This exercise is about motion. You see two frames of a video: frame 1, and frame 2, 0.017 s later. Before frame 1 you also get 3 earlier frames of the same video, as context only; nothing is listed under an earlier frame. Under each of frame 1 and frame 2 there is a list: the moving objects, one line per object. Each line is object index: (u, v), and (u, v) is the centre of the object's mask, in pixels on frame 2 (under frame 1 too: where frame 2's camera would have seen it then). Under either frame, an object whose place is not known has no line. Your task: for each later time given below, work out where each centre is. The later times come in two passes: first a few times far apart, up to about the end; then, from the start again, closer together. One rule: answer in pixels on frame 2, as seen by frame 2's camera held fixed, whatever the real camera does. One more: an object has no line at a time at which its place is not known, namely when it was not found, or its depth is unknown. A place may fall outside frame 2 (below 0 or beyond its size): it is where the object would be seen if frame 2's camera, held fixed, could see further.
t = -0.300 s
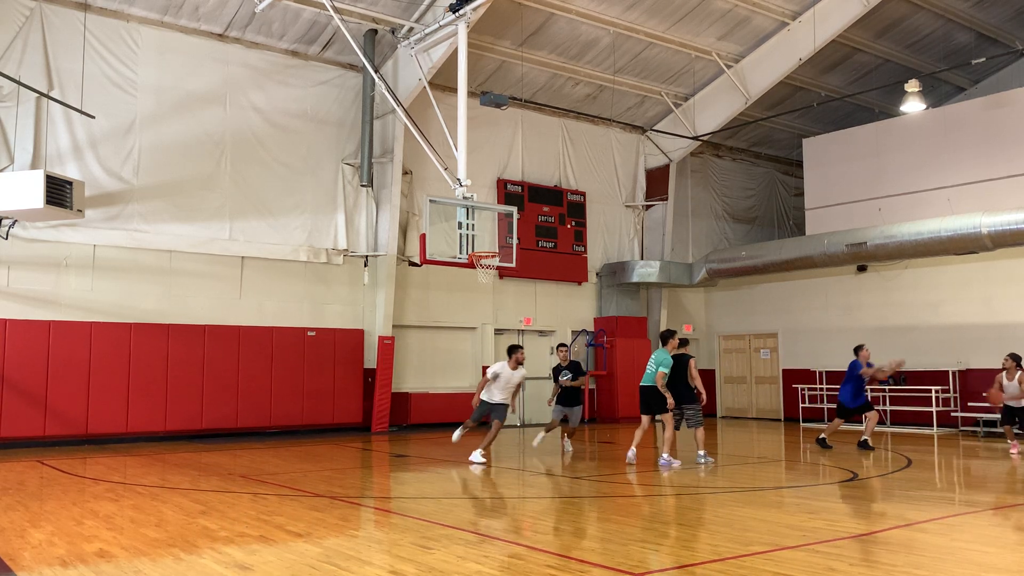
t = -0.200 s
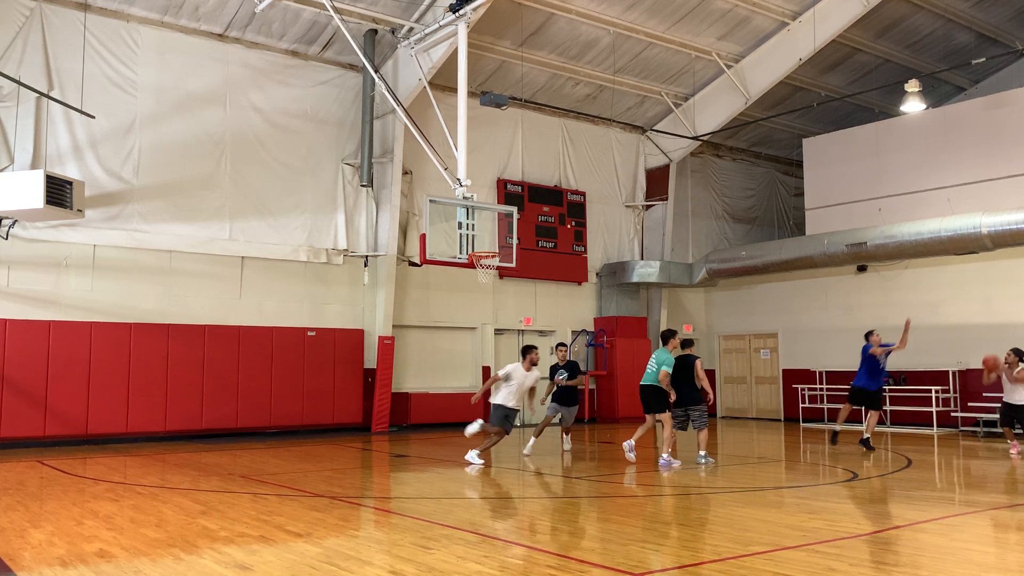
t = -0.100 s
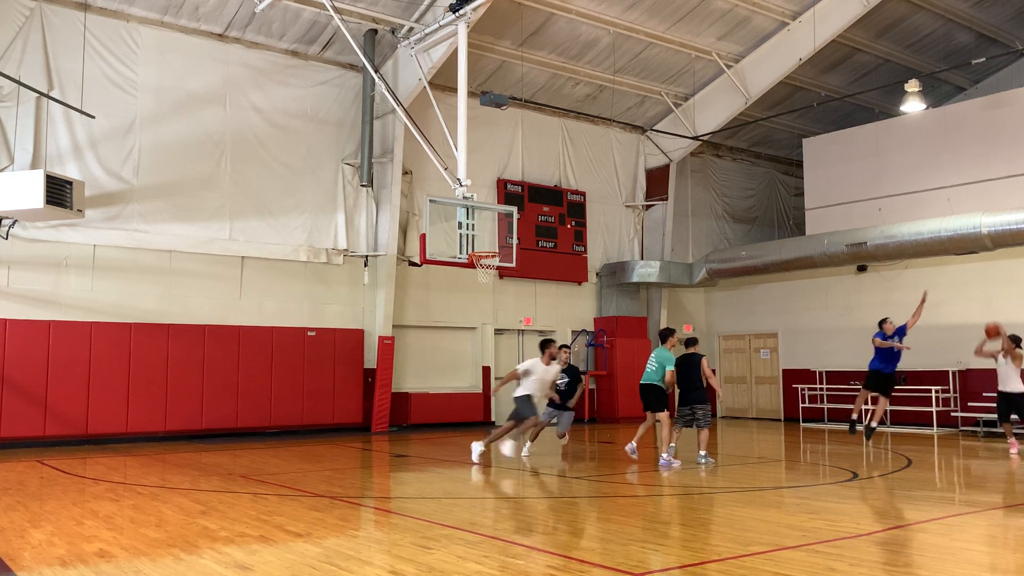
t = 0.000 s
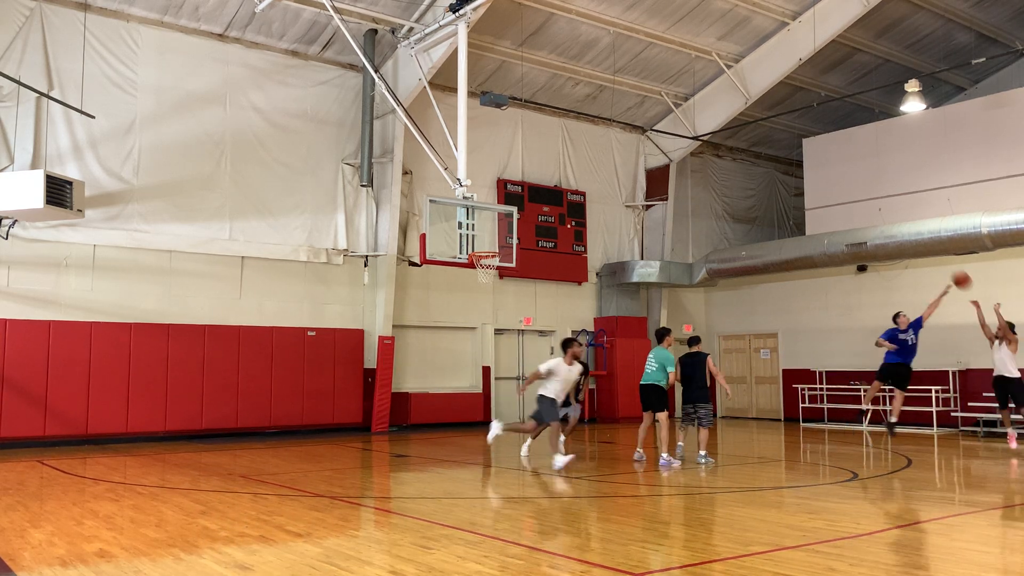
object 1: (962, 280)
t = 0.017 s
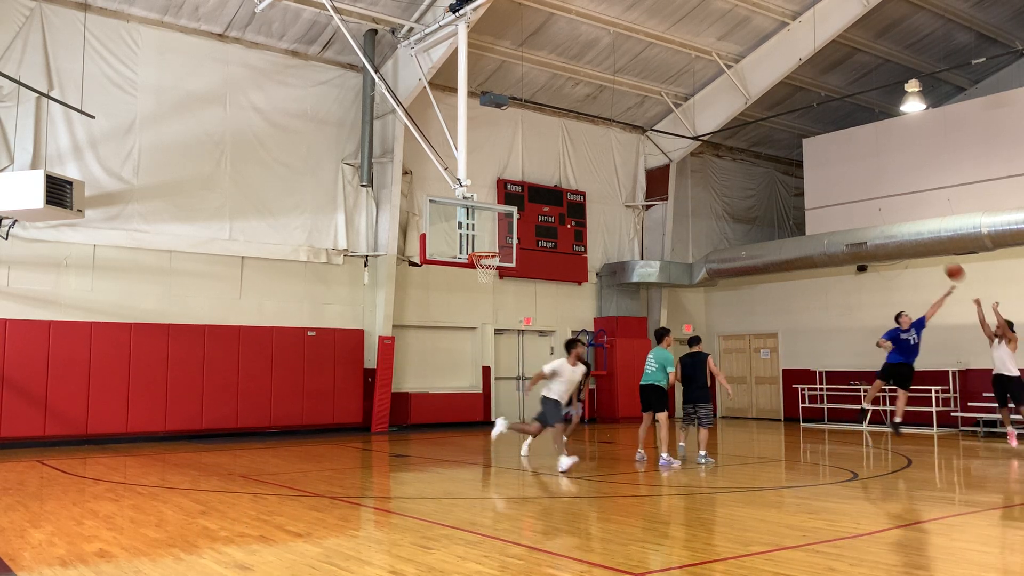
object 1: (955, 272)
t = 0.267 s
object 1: (857, 172)
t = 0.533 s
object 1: (764, 116)
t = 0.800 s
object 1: (677, 105)
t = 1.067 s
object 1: (597, 137)
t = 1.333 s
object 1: (520, 207)
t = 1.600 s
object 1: (469, 279)
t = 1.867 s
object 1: (448, 334)
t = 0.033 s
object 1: (948, 264)
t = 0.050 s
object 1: (941, 256)
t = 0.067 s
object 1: (934, 248)
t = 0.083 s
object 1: (927, 241)
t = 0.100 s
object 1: (921, 233)
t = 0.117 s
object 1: (914, 225)
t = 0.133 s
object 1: (907, 219)
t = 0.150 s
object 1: (901, 212)
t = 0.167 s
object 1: (895, 206)
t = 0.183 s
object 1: (888, 200)
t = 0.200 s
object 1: (882, 194)
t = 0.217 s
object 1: (875, 188)
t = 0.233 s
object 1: (870, 183)
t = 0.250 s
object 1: (863, 177)
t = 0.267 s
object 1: (857, 172)
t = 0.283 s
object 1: (851, 167)
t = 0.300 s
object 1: (845, 162)
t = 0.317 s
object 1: (839, 158)
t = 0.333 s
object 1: (834, 153)
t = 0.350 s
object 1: (828, 149)
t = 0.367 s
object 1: (822, 145)
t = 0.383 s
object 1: (816, 142)
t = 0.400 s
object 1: (810, 138)
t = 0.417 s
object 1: (804, 134)
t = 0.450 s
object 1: (793, 129)
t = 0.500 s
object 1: (776, 120)
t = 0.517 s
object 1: (769, 117)
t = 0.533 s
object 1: (764, 116)
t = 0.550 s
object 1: (759, 114)
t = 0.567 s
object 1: (752, 112)
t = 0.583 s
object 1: (747, 110)
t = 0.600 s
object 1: (742, 109)
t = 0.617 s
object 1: (736, 108)
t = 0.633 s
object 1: (731, 107)
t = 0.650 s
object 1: (725, 106)
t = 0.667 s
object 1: (720, 105)
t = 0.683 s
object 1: (714, 104)
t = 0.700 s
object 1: (709, 104)
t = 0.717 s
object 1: (704, 104)
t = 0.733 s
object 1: (699, 104)
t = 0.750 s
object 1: (693, 104)
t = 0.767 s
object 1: (688, 104)
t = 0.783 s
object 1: (682, 104)
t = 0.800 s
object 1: (677, 105)
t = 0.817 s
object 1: (673, 106)
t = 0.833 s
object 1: (667, 106)
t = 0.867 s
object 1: (657, 109)
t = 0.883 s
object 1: (652, 111)
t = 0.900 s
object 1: (647, 112)
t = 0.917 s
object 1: (641, 114)
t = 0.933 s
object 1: (636, 116)
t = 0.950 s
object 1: (631, 118)
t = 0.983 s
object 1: (622, 122)
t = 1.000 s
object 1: (616, 125)
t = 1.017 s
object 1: (612, 128)
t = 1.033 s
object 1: (607, 130)
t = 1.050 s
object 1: (601, 134)
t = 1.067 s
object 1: (597, 137)
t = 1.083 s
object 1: (592, 140)
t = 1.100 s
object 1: (587, 144)
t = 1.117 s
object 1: (582, 147)
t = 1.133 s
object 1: (577, 151)
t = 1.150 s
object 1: (573, 155)
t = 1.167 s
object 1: (567, 159)
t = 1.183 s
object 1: (563, 163)
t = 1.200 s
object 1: (558, 168)
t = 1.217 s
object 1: (554, 172)
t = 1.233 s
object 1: (549, 177)
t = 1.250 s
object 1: (544, 182)
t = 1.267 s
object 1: (539, 187)
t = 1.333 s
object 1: (520, 207)
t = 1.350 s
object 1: (516, 213)
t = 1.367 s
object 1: (511, 218)
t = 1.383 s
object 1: (509, 224)
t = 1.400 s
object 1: (502, 230)
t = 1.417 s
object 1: (497, 238)
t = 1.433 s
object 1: (493, 244)
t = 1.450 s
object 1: (489, 248)
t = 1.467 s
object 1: (483, 256)
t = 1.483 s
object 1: (472, 260)
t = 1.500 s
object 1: (474, 266)
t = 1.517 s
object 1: (475, 269)
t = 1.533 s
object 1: (474, 272)
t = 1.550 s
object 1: (473, 271)
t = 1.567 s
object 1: (471, 275)
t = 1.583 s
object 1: (470, 277)
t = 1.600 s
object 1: (469, 279)
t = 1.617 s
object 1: (467, 281)
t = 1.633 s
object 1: (466, 283)
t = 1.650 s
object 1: (465, 286)
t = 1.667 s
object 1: (463, 289)
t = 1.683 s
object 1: (462, 291)
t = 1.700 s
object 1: (461, 294)
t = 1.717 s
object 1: (459, 298)
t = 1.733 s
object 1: (458, 301)
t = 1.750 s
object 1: (457, 305)
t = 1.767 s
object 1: (456, 308)
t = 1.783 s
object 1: (454, 312)
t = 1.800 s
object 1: (453, 316)
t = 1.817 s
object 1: (452, 321)
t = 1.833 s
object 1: (450, 325)
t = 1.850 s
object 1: (449, 330)
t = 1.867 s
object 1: (448, 334)
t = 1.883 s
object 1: (446, 340)
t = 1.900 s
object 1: (445, 345)
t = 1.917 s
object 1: (444, 350)
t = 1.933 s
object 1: (442, 355)
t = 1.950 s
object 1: (441, 361)
